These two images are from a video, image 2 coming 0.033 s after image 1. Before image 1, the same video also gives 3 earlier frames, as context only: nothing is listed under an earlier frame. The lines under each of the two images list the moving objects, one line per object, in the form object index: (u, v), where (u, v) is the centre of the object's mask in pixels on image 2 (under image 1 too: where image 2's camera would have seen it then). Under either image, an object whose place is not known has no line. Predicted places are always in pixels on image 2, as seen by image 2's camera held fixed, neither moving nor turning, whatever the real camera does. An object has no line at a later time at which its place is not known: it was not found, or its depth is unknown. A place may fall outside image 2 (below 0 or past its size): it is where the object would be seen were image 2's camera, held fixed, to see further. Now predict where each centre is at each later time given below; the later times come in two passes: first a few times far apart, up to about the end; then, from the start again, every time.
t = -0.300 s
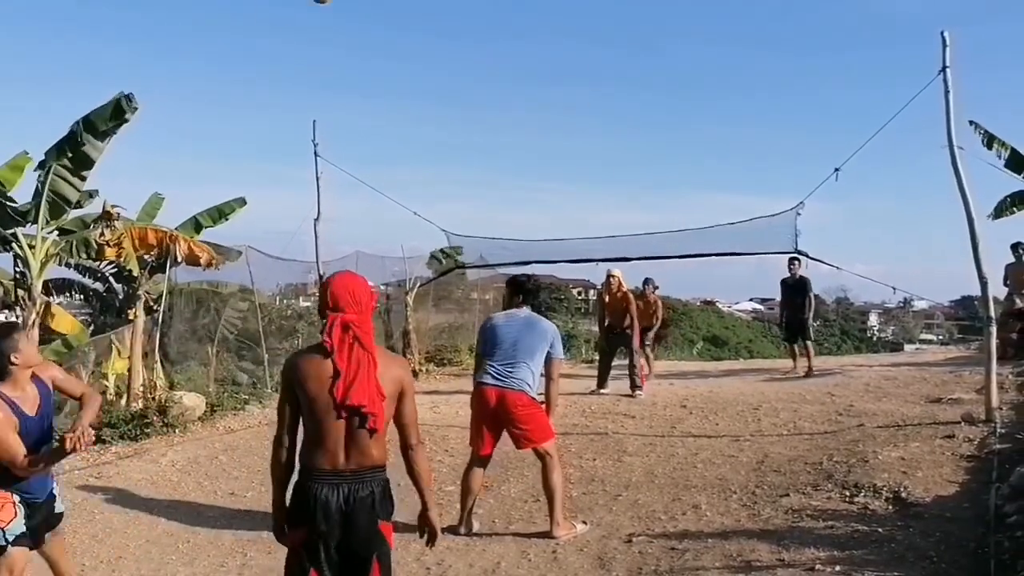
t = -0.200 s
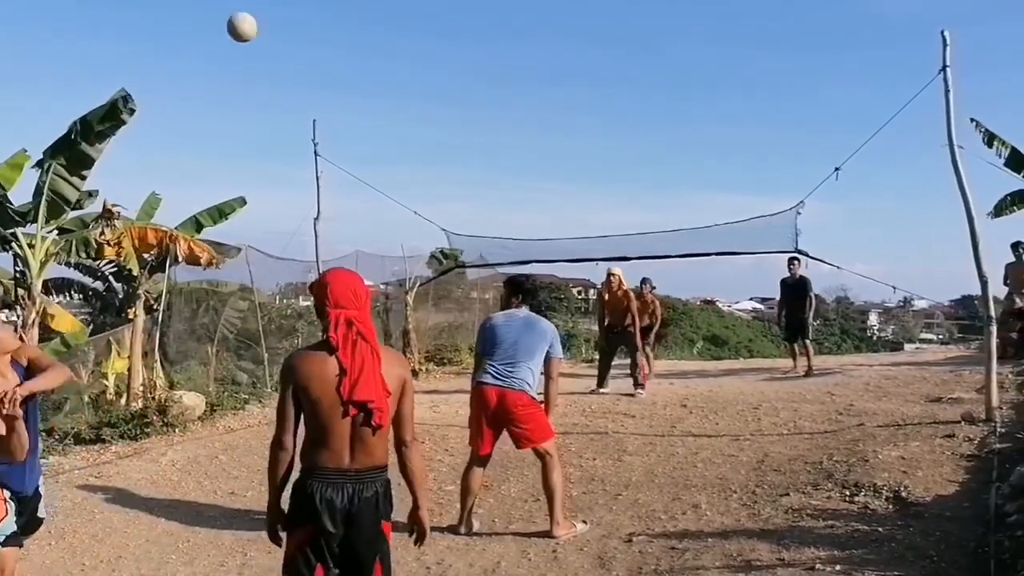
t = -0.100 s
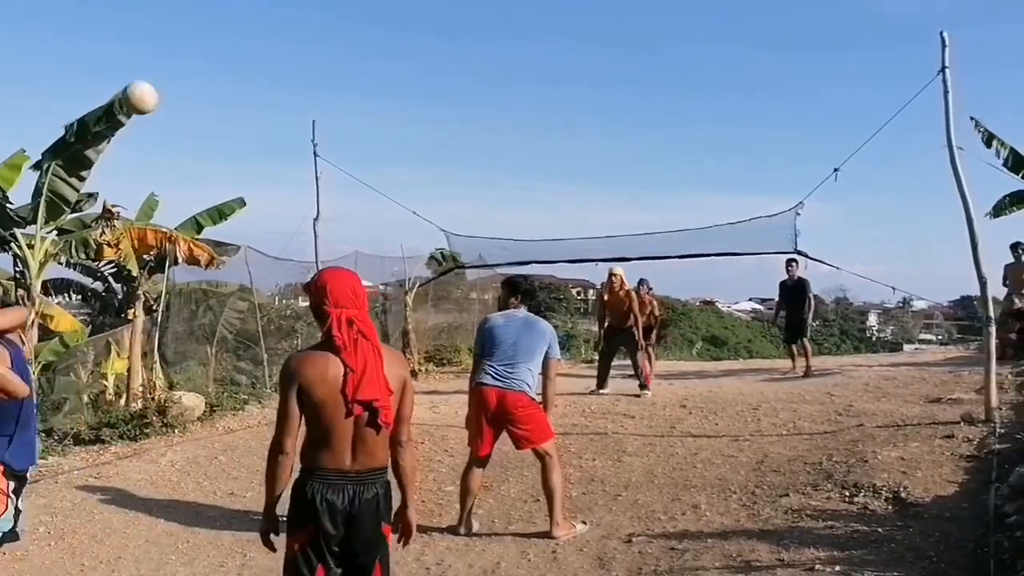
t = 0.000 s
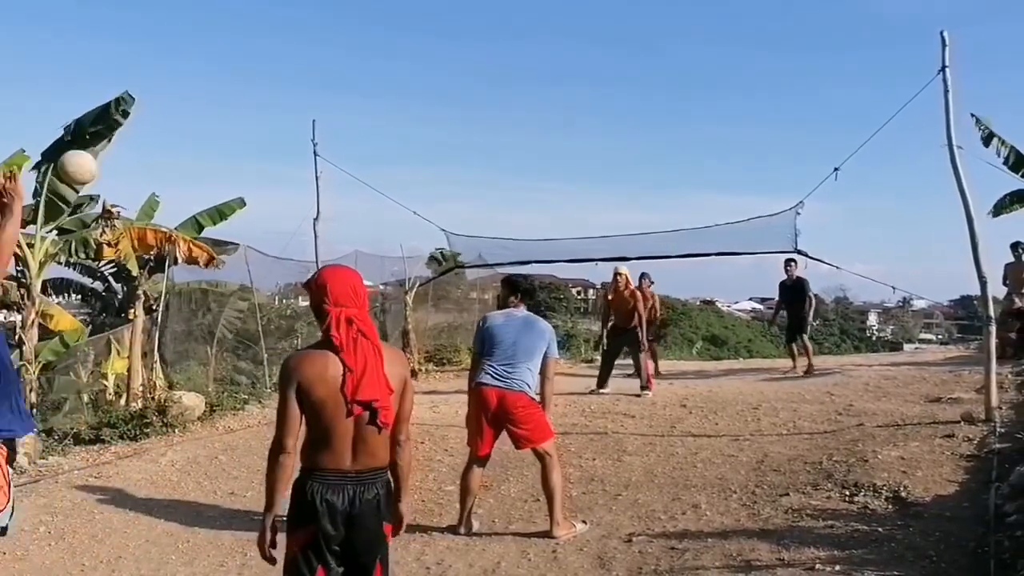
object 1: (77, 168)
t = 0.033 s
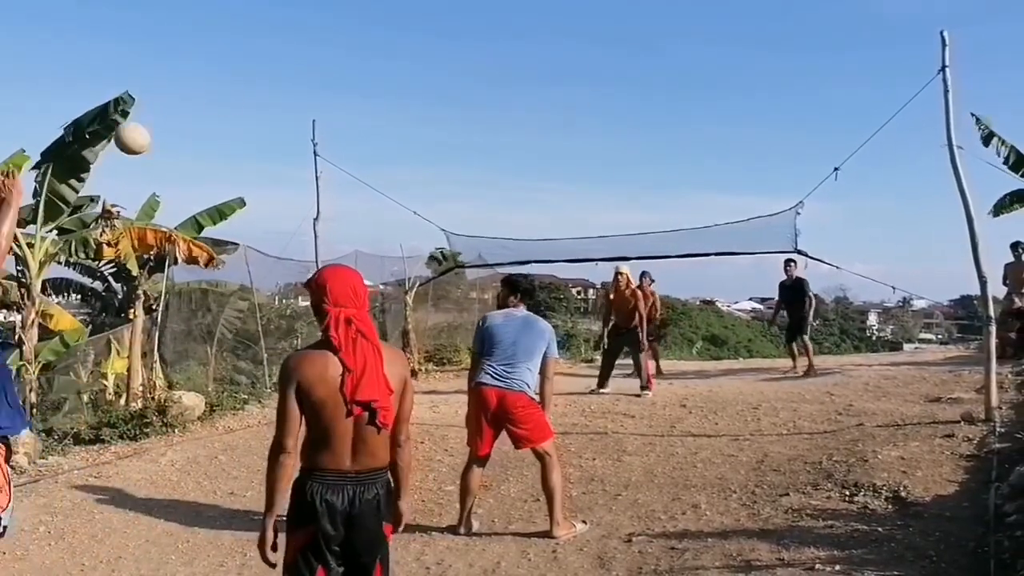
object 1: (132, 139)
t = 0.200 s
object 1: (324, 64)
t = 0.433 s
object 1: (481, 64)
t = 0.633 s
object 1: (567, 111)
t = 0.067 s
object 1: (179, 115)
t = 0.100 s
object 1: (222, 97)
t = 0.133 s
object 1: (259, 82)
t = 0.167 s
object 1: (293, 72)
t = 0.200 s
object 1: (324, 64)
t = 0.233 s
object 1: (353, 58)
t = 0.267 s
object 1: (378, 55)
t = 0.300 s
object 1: (402, 54)
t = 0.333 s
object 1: (424, 54)
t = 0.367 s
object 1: (445, 57)
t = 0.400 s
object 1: (464, 60)
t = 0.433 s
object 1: (481, 64)
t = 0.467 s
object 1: (498, 70)
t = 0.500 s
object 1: (514, 76)
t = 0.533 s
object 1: (528, 84)
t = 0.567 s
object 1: (542, 92)
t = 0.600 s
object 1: (555, 101)
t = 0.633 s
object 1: (567, 111)
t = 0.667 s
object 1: (578, 121)
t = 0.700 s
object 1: (589, 132)
